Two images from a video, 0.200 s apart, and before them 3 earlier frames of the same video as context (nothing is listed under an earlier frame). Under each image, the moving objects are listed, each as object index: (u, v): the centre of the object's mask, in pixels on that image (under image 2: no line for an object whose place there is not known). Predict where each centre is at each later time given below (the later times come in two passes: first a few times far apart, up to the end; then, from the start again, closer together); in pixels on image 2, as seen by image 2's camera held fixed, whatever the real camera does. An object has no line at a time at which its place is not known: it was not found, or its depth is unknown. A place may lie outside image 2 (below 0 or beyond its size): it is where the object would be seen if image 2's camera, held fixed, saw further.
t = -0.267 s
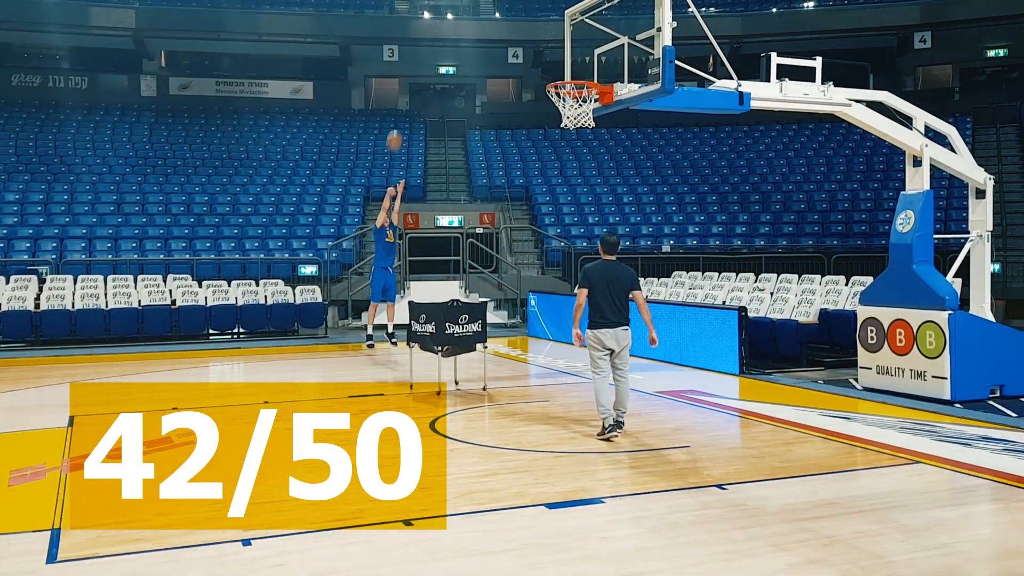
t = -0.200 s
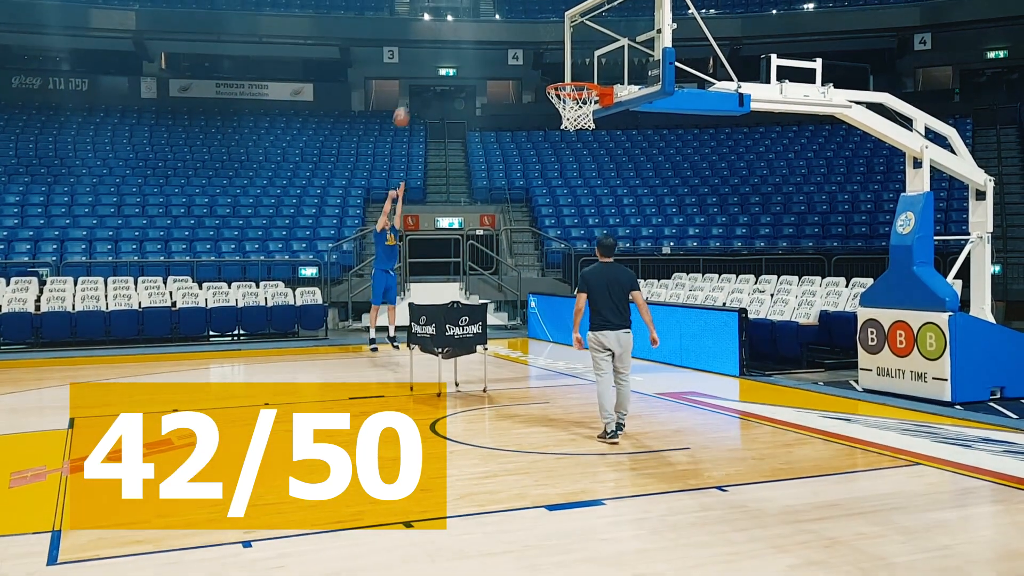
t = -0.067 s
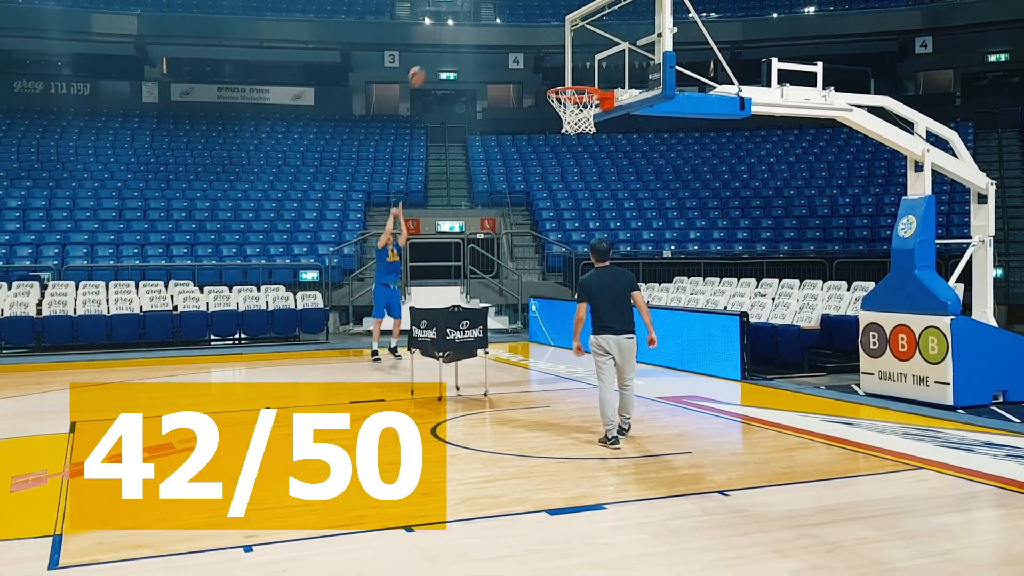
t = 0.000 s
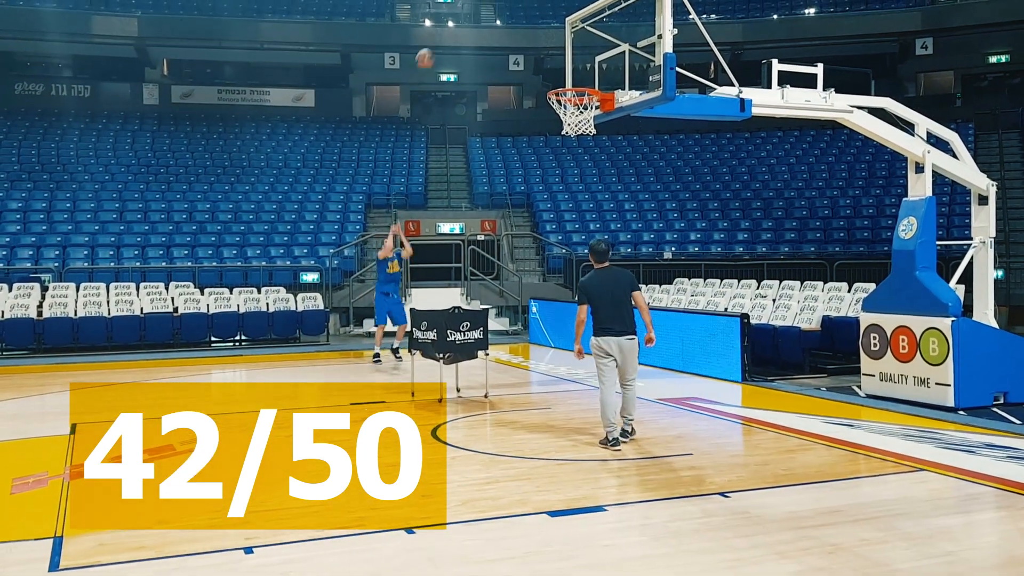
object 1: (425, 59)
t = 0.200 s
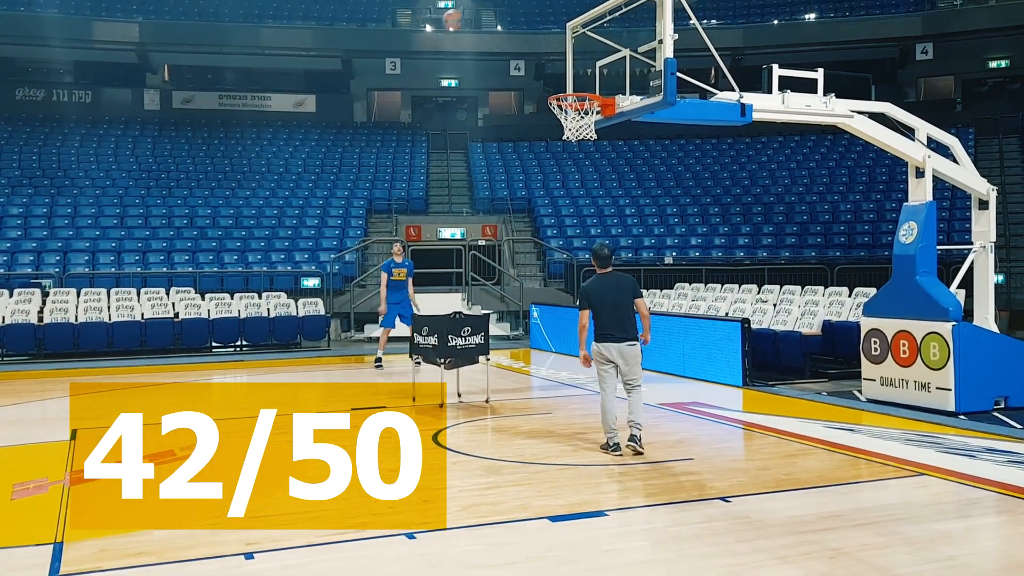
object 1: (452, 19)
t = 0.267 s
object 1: (462, 10)
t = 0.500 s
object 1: (501, 5)
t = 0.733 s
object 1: (548, 52)
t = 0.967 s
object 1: (587, 118)
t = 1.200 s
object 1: (589, 165)
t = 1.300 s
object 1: (589, 204)
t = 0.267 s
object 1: (462, 10)
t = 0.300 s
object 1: (467, 7)
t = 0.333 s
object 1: (472, 5)
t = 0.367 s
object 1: (478, 4)
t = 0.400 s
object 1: (484, 3)
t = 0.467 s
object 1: (495, 3)
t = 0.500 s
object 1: (501, 5)
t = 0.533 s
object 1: (508, 8)
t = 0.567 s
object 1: (514, 12)
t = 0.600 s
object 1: (521, 17)
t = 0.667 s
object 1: (535, 31)
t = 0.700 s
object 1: (541, 41)
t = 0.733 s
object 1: (548, 52)
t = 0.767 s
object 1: (557, 64)
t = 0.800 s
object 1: (565, 78)
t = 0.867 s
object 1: (583, 109)
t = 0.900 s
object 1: (587, 116)
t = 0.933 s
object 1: (587, 118)
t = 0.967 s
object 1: (587, 118)
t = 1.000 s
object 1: (587, 121)
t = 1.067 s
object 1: (588, 132)
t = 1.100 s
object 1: (588, 138)
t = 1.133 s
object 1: (587, 145)
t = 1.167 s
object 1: (588, 154)
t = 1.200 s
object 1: (589, 165)
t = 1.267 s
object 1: (590, 189)
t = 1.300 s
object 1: (589, 204)
